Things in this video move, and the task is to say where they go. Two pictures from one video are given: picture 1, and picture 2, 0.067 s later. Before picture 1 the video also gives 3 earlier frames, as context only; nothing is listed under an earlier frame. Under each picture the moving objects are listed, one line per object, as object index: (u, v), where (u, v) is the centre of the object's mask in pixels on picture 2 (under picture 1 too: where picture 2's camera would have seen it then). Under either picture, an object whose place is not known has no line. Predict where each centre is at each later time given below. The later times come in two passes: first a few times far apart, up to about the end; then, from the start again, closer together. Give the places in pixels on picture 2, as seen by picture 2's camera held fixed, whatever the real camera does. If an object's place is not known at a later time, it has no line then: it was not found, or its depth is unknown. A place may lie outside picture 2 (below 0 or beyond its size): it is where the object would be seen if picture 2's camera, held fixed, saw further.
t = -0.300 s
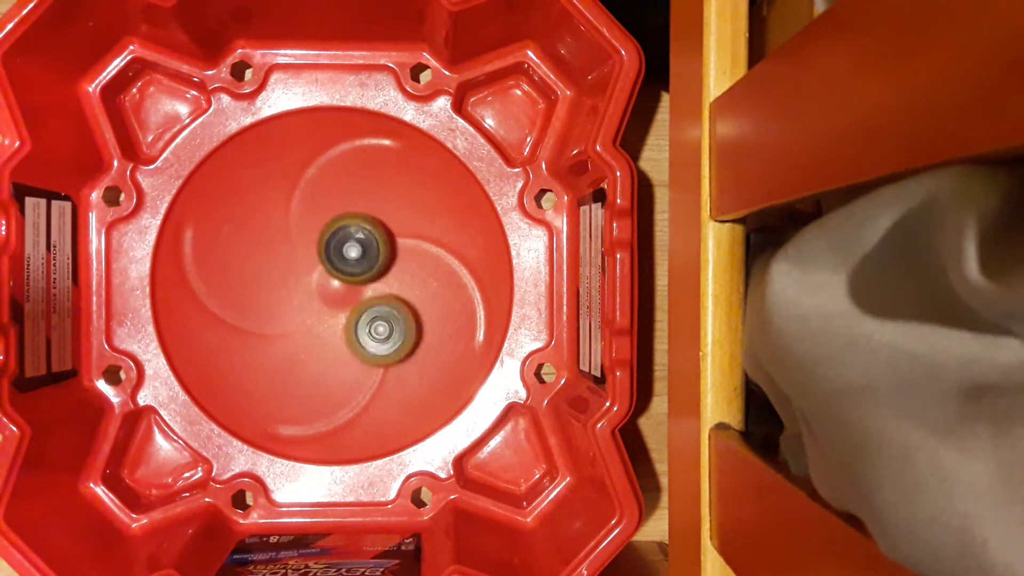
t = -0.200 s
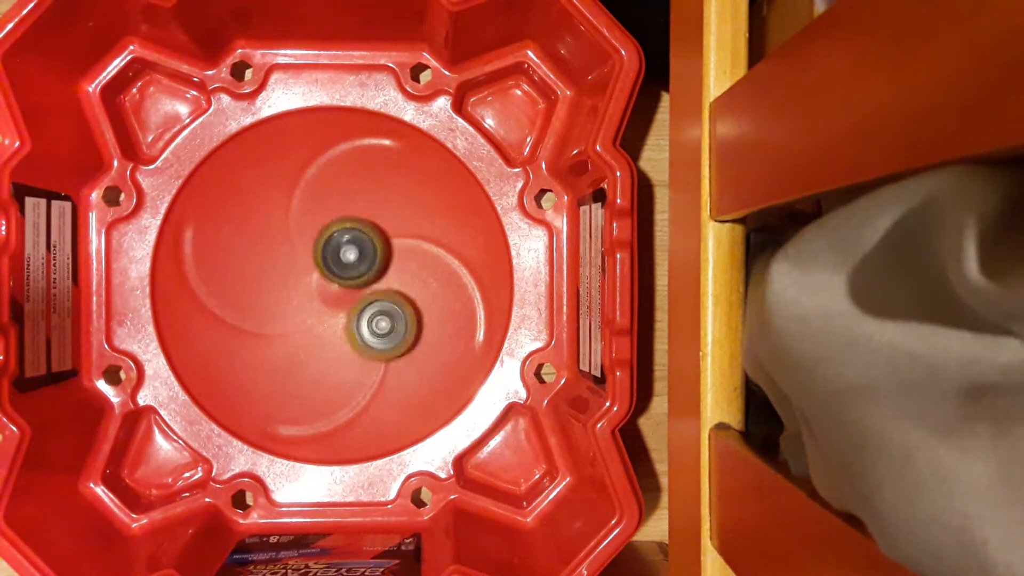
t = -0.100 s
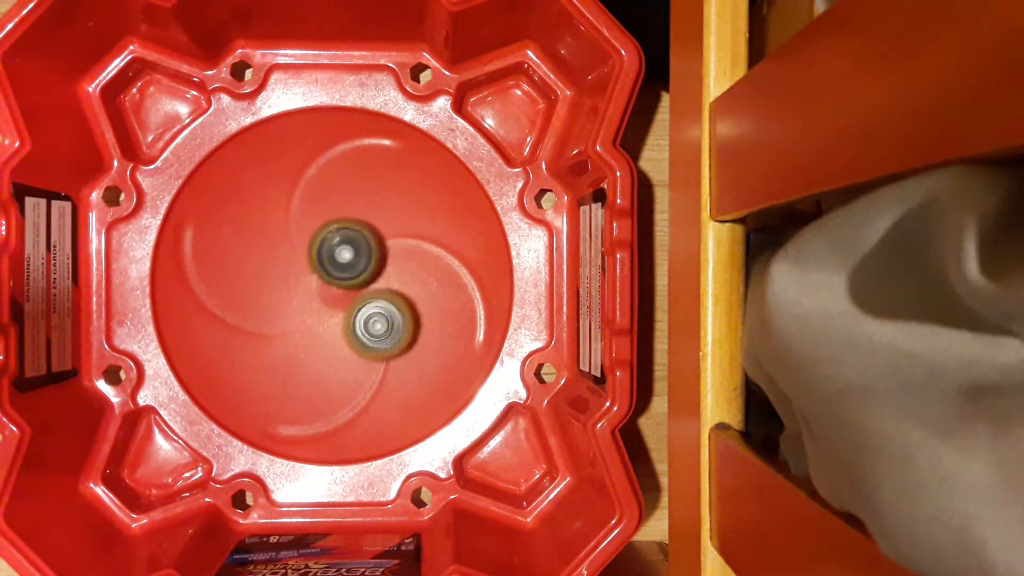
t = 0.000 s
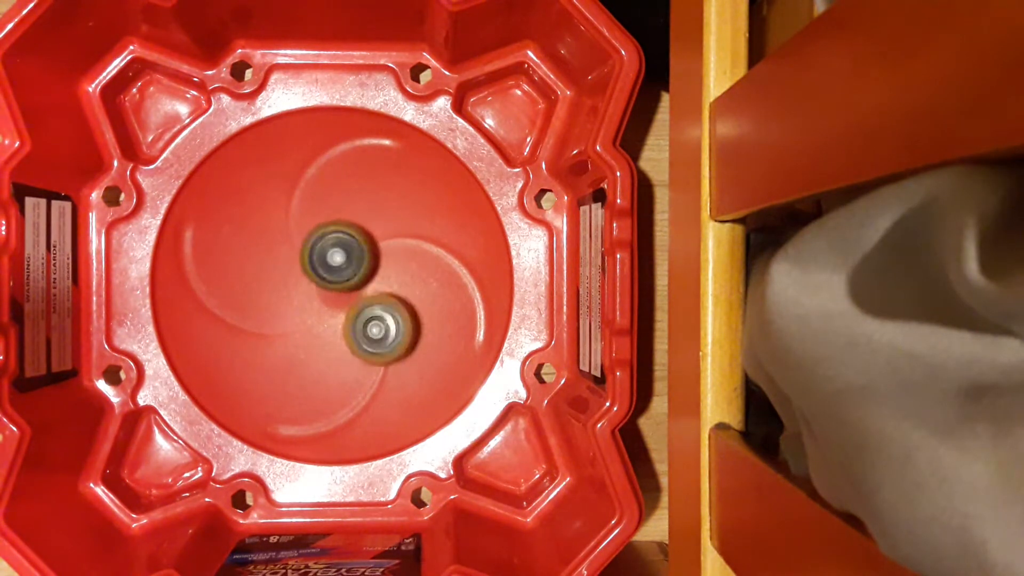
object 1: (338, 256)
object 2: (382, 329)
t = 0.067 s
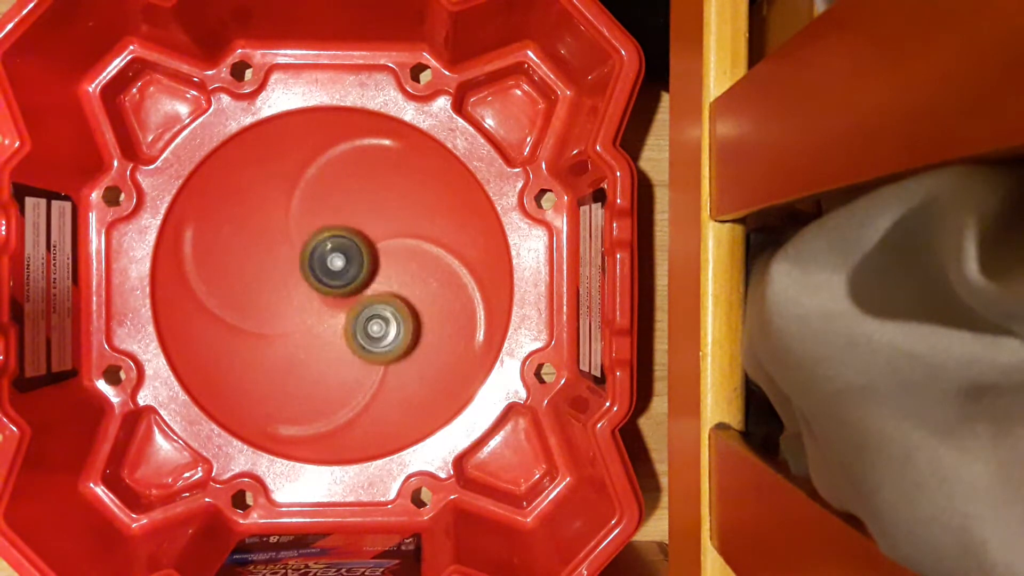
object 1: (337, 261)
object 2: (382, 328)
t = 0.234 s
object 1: (329, 267)
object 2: (380, 325)
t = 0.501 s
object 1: (313, 270)
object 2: (382, 316)
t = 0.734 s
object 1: (313, 270)
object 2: (388, 306)
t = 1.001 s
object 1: (306, 278)
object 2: (397, 303)
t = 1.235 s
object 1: (307, 279)
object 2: (394, 295)
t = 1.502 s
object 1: (308, 281)
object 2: (391, 284)
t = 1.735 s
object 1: (313, 286)
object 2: (391, 279)
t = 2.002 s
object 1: (308, 300)
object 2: (388, 277)
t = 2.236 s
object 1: (311, 301)
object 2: (380, 268)
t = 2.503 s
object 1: (302, 311)
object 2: (395, 260)
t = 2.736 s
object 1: (303, 306)
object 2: (383, 263)
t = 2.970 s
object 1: (305, 297)
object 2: (371, 259)
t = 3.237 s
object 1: (295, 299)
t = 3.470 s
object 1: (296, 299)
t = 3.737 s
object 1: (296, 301)
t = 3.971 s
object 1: (298, 294)
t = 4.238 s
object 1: (292, 290)
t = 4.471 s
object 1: (287, 295)
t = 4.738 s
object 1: (294, 292)
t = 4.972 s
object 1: (303, 284)
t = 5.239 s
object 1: (306, 291)
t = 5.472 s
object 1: (311, 298)
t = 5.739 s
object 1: (309, 314)
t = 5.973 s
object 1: (308, 305)
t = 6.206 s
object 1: (297, 311)
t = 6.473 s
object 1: (304, 307)
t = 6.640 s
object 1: (304, 307)
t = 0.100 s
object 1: (337, 262)
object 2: (382, 328)
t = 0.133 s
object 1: (336, 263)
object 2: (382, 327)
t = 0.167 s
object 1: (334, 265)
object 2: (381, 326)
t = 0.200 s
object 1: (332, 266)
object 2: (380, 325)
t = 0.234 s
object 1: (329, 267)
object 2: (380, 325)
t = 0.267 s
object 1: (323, 266)
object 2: (382, 327)
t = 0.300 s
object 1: (320, 266)
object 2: (381, 327)
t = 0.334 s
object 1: (318, 267)
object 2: (380, 325)
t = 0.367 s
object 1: (318, 268)
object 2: (380, 323)
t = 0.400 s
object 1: (318, 268)
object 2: (381, 321)
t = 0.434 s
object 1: (316, 270)
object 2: (380, 319)
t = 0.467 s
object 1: (315, 270)
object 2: (380, 316)
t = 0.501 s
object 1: (313, 270)
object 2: (382, 316)
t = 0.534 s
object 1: (311, 271)
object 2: (384, 316)
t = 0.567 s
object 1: (313, 271)
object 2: (384, 315)
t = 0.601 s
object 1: (312, 270)
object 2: (386, 312)
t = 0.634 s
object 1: (312, 269)
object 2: (387, 310)
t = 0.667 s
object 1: (312, 270)
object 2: (388, 309)
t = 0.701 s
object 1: (313, 269)
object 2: (388, 308)
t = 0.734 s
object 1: (313, 270)
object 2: (388, 306)
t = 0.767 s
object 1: (314, 270)
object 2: (388, 304)
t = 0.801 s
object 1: (315, 271)
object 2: (388, 303)
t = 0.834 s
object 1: (315, 271)
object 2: (388, 301)
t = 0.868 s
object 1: (315, 272)
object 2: (389, 301)
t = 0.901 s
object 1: (315, 274)
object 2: (388, 300)
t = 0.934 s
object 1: (313, 275)
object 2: (392, 301)
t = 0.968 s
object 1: (307, 277)
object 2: (397, 302)
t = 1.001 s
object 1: (306, 278)
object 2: (397, 303)
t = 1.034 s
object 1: (307, 277)
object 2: (397, 302)
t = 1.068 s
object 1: (306, 277)
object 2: (396, 301)
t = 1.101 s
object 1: (305, 277)
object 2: (397, 299)
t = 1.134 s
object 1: (305, 278)
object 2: (396, 299)
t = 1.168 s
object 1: (305, 278)
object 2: (396, 298)
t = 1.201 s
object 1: (306, 278)
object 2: (395, 297)
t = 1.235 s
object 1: (307, 279)
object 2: (394, 295)
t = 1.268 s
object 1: (308, 279)
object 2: (393, 294)
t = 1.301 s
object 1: (309, 279)
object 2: (391, 292)
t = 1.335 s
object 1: (311, 279)
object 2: (389, 290)
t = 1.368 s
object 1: (309, 280)
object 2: (389, 289)
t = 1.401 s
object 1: (308, 281)
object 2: (389, 289)
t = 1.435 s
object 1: (309, 282)
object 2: (389, 288)
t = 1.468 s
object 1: (310, 280)
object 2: (390, 286)
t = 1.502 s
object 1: (308, 281)
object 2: (391, 284)
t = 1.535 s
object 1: (310, 282)
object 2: (392, 283)
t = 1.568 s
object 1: (311, 281)
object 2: (392, 282)
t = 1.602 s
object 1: (311, 281)
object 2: (393, 282)
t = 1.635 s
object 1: (311, 282)
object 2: (393, 280)
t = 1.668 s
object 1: (312, 284)
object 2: (393, 280)
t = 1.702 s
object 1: (312, 285)
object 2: (392, 279)
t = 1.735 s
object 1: (313, 286)
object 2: (391, 279)
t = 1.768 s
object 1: (313, 288)
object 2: (390, 278)
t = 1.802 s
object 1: (313, 290)
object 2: (390, 278)
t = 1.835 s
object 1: (311, 294)
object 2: (391, 277)
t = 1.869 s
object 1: (312, 296)
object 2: (390, 279)
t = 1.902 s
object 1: (312, 296)
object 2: (387, 278)
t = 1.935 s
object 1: (309, 298)
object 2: (388, 277)
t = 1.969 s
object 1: (308, 300)
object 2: (388, 277)
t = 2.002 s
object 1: (308, 300)
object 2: (388, 277)
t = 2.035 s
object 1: (308, 299)
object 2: (385, 274)
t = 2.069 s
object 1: (308, 300)
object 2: (385, 273)
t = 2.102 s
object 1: (308, 300)
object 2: (384, 272)
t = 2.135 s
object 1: (308, 301)
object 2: (383, 272)
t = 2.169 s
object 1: (310, 301)
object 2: (381, 270)
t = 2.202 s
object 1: (310, 301)
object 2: (381, 268)
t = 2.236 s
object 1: (311, 301)
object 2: (380, 268)
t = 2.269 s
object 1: (310, 302)
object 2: (382, 266)
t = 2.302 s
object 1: (310, 303)
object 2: (384, 266)
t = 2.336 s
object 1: (313, 303)
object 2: (383, 267)
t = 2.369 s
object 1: (313, 302)
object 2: (383, 266)
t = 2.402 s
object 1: (306, 306)
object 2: (390, 261)
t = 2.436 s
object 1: (302, 310)
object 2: (395, 259)
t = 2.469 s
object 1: (302, 311)
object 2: (396, 260)
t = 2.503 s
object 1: (302, 311)
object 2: (395, 260)
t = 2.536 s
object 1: (303, 310)
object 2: (394, 261)
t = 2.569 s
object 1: (302, 309)
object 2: (392, 261)
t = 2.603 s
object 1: (302, 309)
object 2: (391, 262)
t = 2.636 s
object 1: (302, 309)
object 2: (389, 262)
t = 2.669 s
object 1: (304, 309)
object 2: (387, 262)
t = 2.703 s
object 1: (305, 307)
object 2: (385, 263)
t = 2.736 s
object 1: (303, 306)
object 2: (383, 263)
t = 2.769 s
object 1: (303, 305)
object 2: (381, 262)
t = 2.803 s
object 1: (303, 304)
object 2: (379, 262)
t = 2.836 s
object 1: (304, 302)
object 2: (377, 261)
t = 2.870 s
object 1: (304, 300)
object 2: (375, 261)
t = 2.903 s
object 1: (305, 298)
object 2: (374, 260)
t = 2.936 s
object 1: (305, 297)
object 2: (372, 260)
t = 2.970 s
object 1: (305, 297)
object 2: (371, 259)
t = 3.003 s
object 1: (304, 297)
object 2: (371, 259)
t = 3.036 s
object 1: (304, 299)
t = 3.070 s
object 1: (302, 299)
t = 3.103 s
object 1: (299, 299)
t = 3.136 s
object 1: (297, 299)
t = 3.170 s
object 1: (296, 299)
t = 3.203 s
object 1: (295, 299)
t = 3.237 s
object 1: (295, 299)
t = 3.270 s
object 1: (295, 299)
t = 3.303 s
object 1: (296, 298)
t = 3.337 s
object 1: (295, 297)
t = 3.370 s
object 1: (296, 297)
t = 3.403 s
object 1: (297, 297)
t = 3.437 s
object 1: (296, 297)
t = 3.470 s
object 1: (296, 299)
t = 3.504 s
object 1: (296, 301)
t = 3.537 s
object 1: (298, 301)
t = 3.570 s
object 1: (295, 303)
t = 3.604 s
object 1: (293, 306)
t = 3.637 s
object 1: (295, 306)
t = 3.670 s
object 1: (297, 305)
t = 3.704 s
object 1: (297, 303)
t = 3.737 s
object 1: (296, 301)
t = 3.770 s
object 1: (295, 301)
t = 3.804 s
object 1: (296, 301)
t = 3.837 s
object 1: (297, 299)
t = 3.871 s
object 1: (297, 298)
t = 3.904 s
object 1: (296, 297)
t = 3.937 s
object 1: (296, 295)
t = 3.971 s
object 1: (298, 294)
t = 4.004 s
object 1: (298, 292)
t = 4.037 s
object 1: (297, 291)
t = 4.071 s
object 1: (298, 291)
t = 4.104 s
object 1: (298, 289)
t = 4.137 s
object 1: (298, 288)
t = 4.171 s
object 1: (295, 289)
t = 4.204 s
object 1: (294, 290)
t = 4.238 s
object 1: (292, 290)
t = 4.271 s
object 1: (291, 290)
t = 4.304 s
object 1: (291, 291)
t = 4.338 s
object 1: (292, 291)
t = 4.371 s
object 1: (292, 292)
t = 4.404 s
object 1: (292, 293)
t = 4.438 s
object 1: (291, 293)
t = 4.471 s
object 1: (287, 295)
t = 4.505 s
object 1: (287, 298)
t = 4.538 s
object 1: (289, 298)
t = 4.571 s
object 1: (291, 296)
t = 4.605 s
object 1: (295, 296)
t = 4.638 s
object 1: (298, 294)
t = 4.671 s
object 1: (302, 292)
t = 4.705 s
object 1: (298, 291)
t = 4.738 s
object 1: (294, 292)
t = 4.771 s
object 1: (293, 291)
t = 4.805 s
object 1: (293, 292)
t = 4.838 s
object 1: (296, 291)
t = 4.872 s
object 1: (298, 290)
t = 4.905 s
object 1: (299, 289)
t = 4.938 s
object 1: (302, 287)
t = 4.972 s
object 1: (303, 284)
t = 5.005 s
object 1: (302, 282)
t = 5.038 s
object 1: (303, 285)
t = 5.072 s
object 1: (305, 286)
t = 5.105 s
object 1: (305, 285)
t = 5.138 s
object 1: (301, 287)
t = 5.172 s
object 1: (299, 289)
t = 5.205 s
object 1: (304, 291)
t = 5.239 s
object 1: (306, 291)
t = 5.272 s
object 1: (306, 292)
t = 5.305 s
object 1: (305, 294)
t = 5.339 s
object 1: (306, 296)
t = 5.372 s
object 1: (307, 297)
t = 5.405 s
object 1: (309, 297)
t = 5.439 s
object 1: (310, 297)
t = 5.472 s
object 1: (311, 298)
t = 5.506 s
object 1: (313, 298)
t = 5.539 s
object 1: (317, 297)
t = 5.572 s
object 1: (316, 299)
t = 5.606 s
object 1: (310, 305)
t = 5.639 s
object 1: (307, 310)
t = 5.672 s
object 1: (307, 313)
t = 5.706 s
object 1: (308, 315)
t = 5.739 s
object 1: (309, 314)
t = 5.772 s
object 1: (309, 313)
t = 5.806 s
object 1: (310, 311)
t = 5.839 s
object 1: (310, 309)
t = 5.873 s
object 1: (310, 308)
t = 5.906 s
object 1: (310, 306)
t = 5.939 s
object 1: (310, 305)
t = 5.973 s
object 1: (308, 305)
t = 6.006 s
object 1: (303, 305)
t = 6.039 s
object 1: (305, 306)
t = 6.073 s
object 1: (303, 307)
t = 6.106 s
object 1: (301, 310)
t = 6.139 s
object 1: (298, 310)
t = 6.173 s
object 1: (297, 310)
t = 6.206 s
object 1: (297, 311)
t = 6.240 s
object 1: (298, 310)
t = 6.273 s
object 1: (300, 309)
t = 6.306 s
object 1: (302, 308)
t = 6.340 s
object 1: (303, 307)
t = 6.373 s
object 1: (304, 306)
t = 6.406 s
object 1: (304, 307)
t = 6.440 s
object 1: (304, 307)
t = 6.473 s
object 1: (304, 307)
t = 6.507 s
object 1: (304, 307)
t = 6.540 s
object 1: (304, 307)
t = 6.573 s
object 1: (304, 307)
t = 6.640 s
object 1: (304, 307)
